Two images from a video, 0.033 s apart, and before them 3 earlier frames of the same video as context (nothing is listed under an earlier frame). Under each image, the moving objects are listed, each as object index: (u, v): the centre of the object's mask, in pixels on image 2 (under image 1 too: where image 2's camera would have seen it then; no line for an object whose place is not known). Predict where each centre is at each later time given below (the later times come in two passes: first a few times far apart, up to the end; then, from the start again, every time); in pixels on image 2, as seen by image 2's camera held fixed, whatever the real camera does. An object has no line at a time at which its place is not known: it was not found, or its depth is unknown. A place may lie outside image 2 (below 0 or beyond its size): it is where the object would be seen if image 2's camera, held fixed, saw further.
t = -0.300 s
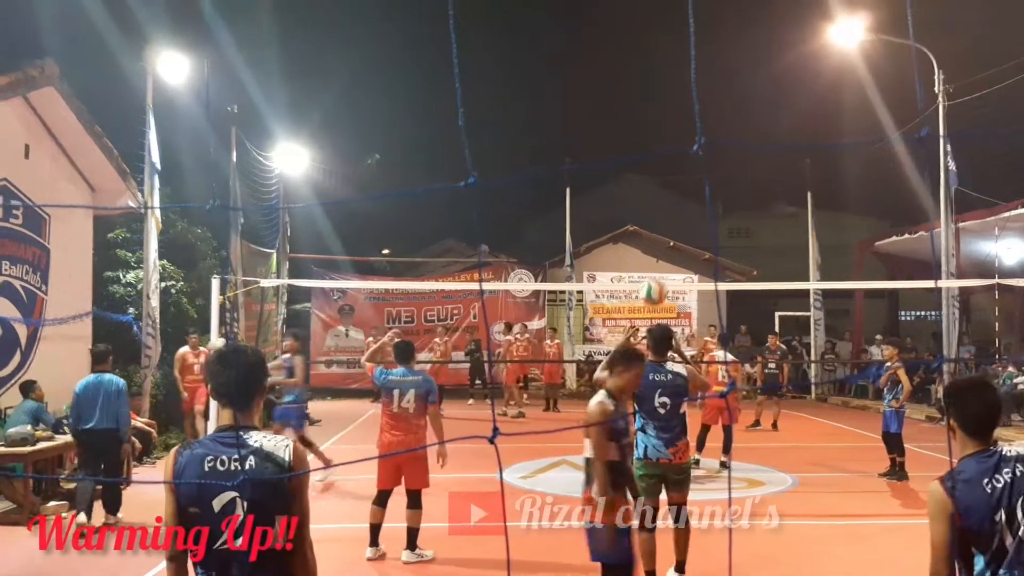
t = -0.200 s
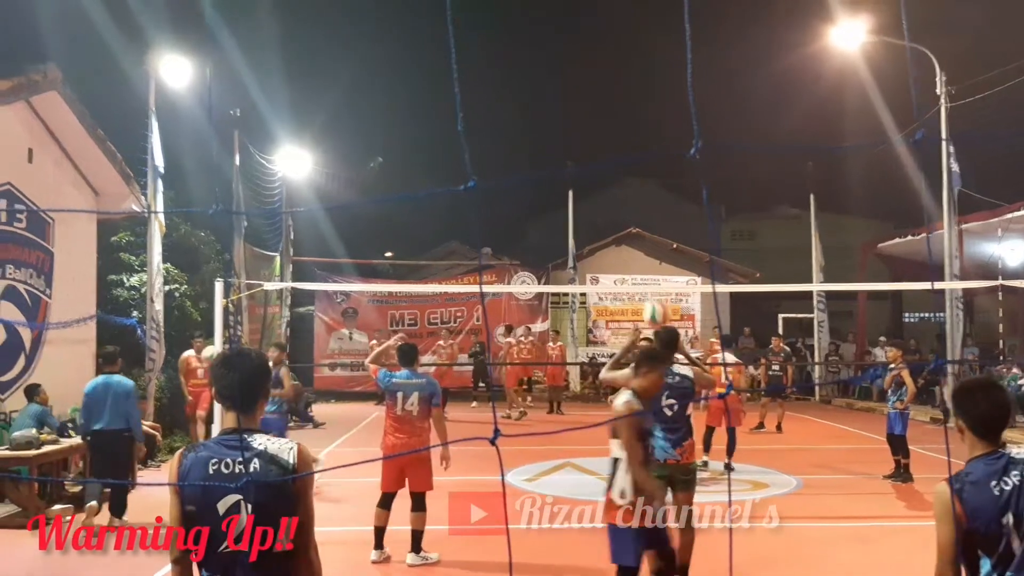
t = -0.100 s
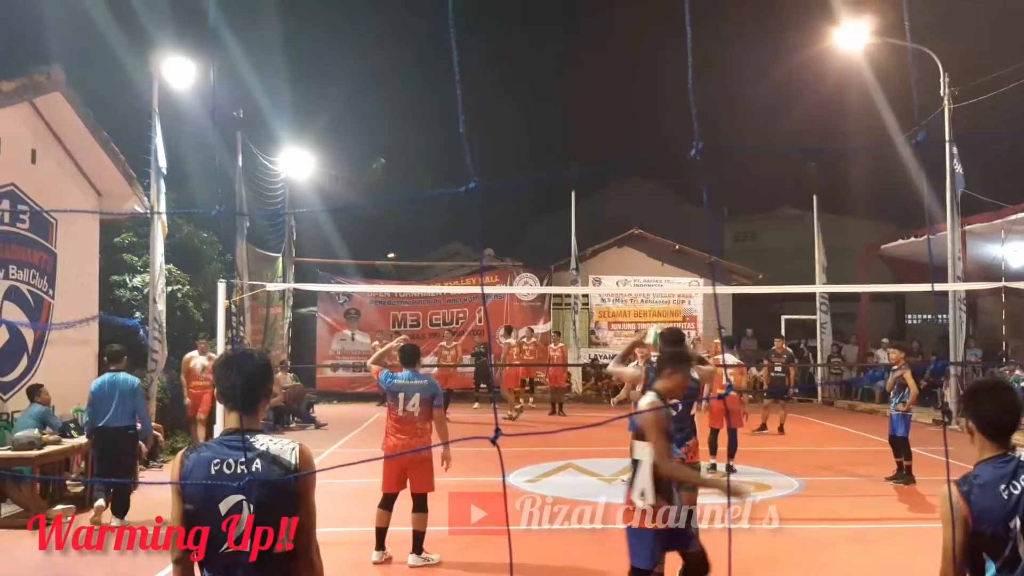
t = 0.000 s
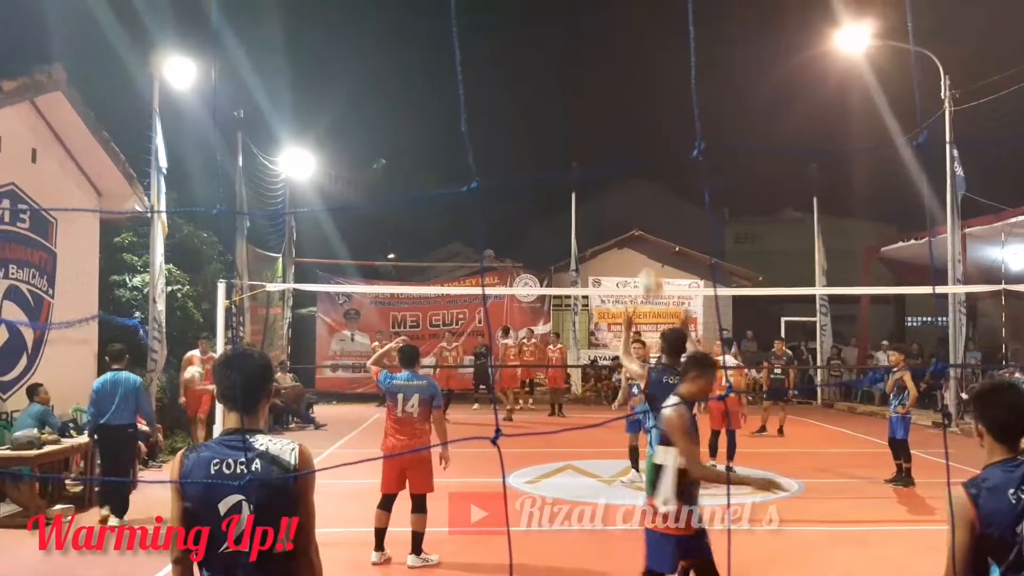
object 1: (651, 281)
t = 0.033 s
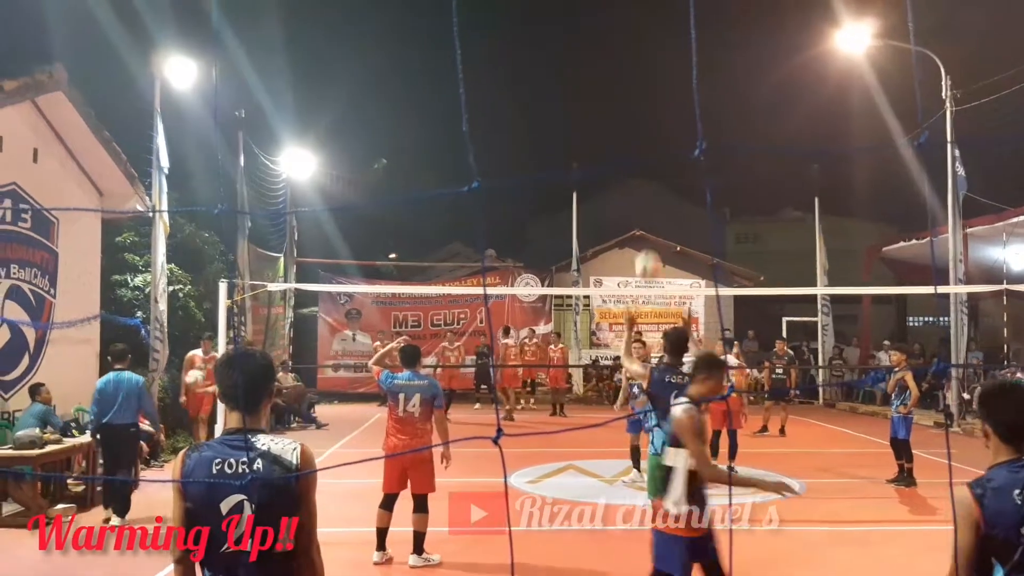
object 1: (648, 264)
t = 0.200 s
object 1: (632, 204)
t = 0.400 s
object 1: (617, 183)
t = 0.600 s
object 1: (605, 200)
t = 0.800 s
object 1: (596, 247)
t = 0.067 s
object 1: (644, 249)
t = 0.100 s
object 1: (641, 235)
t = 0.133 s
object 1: (639, 224)
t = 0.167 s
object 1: (636, 212)
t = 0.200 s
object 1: (632, 204)
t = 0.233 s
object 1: (630, 197)
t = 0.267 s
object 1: (627, 191)
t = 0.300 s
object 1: (624, 187)
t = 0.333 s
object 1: (622, 184)
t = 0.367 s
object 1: (620, 183)
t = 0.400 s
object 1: (617, 183)
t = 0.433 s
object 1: (615, 183)
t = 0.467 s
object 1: (613, 185)
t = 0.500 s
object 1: (611, 187)
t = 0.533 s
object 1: (609, 191)
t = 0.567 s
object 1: (607, 195)
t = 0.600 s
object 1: (605, 200)
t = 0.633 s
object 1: (604, 206)
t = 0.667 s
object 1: (602, 213)
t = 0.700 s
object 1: (600, 220)
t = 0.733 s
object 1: (599, 229)
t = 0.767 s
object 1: (597, 238)
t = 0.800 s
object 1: (596, 247)
